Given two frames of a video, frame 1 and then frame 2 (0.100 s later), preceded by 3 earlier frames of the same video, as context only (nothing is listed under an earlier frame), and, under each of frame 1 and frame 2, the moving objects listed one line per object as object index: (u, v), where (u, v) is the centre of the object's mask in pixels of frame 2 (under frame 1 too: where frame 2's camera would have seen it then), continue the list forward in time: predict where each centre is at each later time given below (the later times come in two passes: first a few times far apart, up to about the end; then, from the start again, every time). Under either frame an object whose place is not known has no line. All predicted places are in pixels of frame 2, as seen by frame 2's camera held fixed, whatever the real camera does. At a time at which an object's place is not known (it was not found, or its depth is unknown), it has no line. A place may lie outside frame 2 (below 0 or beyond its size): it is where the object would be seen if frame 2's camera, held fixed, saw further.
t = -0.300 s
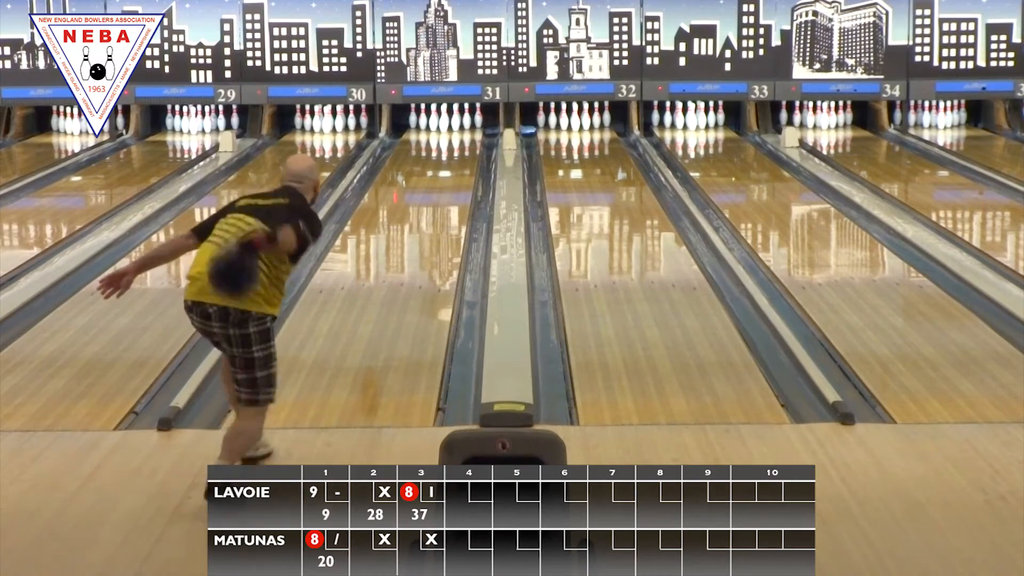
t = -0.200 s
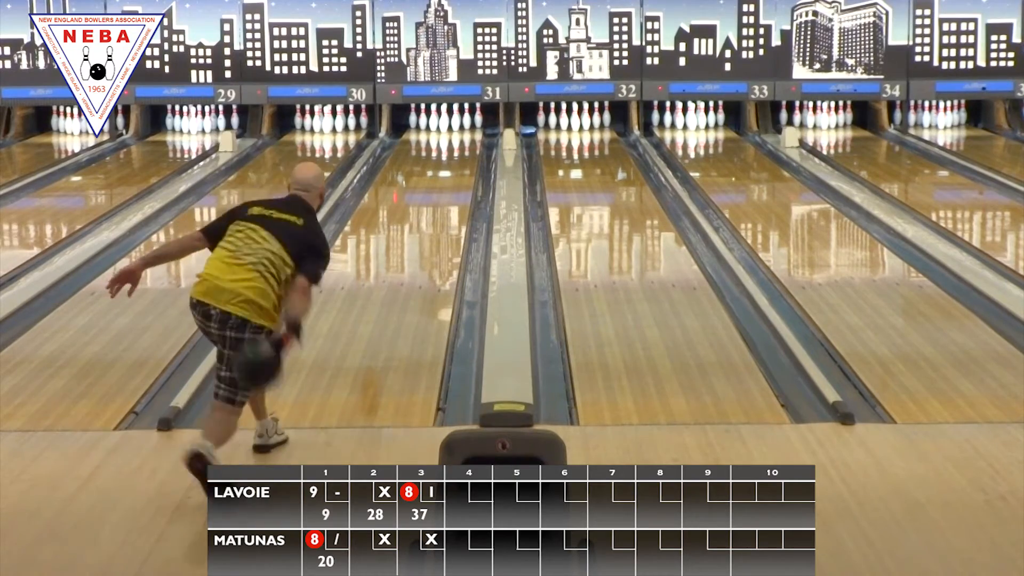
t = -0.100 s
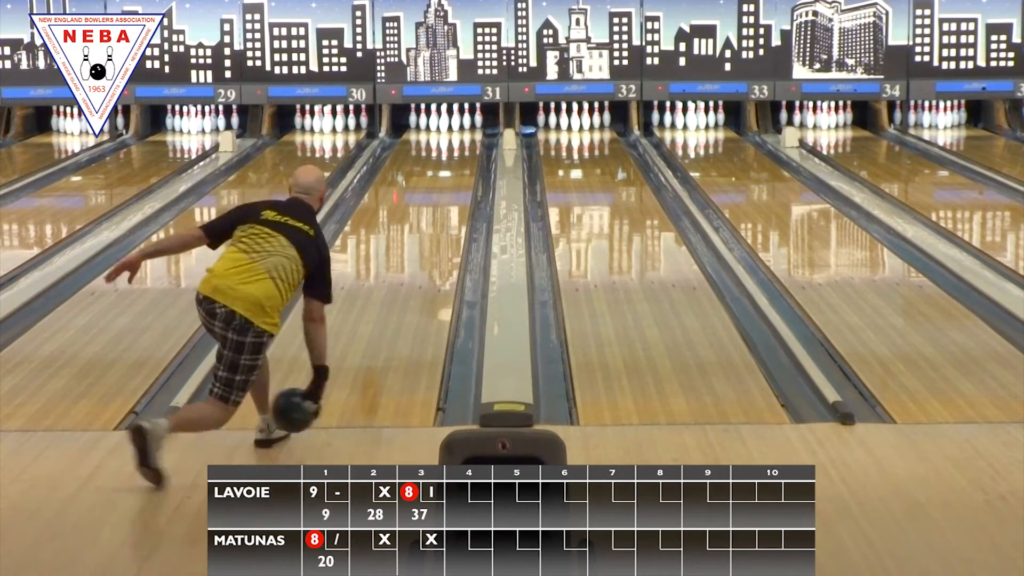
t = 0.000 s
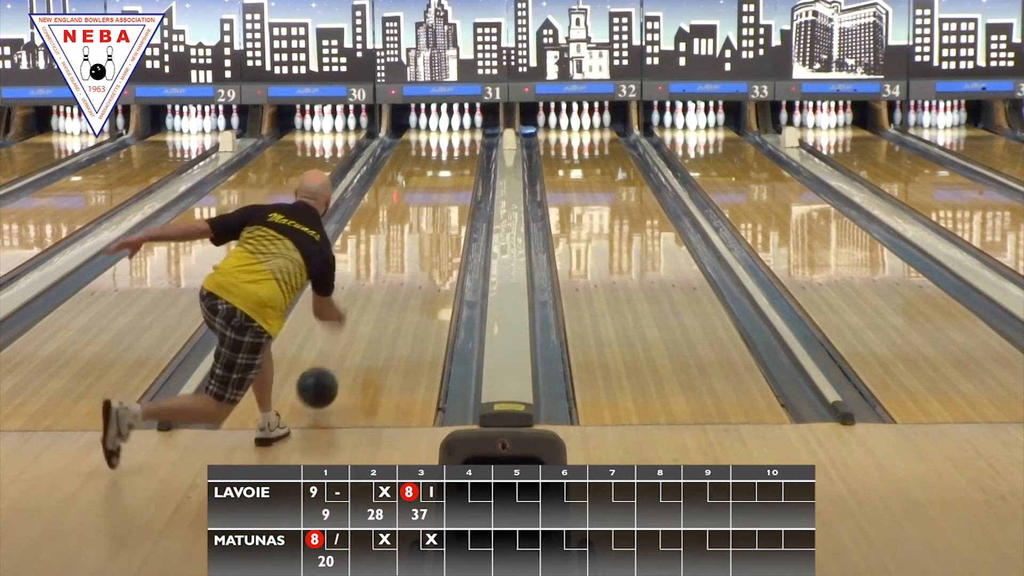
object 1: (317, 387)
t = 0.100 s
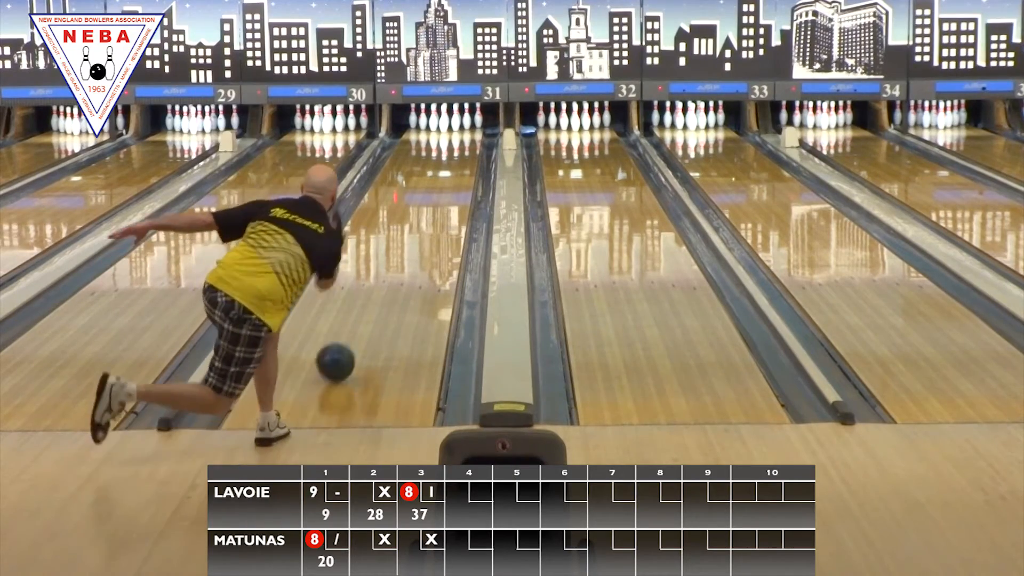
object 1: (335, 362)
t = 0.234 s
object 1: (356, 328)
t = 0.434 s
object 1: (380, 285)
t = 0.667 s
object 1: (401, 248)
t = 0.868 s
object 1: (415, 222)
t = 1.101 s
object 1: (429, 197)
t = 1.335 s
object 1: (439, 177)
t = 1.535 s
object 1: (446, 163)
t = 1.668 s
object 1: (450, 154)
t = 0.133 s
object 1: (341, 353)
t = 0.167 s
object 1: (346, 345)
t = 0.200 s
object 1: (351, 336)
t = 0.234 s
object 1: (356, 328)
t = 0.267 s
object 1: (360, 320)
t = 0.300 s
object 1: (364, 312)
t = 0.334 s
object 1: (368, 305)
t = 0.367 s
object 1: (372, 298)
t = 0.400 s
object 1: (376, 291)
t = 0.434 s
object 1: (380, 285)
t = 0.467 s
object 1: (383, 279)
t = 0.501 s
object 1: (386, 273)
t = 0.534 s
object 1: (390, 267)
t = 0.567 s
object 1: (392, 262)
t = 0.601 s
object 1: (395, 257)
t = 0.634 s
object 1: (398, 252)
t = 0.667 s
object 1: (401, 248)
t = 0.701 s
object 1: (404, 243)
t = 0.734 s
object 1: (406, 238)
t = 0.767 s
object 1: (409, 234)
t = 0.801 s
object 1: (411, 230)
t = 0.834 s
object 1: (413, 226)
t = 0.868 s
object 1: (415, 222)
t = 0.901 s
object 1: (418, 218)
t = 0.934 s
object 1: (420, 214)
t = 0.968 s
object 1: (423, 212)
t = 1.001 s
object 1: (425, 205)
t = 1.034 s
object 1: (425, 203)
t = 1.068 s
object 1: (427, 200)
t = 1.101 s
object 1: (429, 197)
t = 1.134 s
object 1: (430, 194)
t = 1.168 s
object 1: (432, 191)
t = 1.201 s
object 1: (434, 188)
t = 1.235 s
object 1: (435, 185)
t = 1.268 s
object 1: (437, 182)
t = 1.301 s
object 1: (438, 180)
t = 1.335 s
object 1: (439, 177)
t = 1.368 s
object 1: (441, 174)
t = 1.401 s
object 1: (442, 172)
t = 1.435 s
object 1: (443, 170)
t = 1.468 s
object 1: (444, 167)
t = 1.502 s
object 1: (445, 165)
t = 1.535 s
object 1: (446, 163)
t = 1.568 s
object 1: (447, 161)
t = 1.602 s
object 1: (448, 158)
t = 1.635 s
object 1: (449, 156)
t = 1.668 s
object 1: (450, 154)
